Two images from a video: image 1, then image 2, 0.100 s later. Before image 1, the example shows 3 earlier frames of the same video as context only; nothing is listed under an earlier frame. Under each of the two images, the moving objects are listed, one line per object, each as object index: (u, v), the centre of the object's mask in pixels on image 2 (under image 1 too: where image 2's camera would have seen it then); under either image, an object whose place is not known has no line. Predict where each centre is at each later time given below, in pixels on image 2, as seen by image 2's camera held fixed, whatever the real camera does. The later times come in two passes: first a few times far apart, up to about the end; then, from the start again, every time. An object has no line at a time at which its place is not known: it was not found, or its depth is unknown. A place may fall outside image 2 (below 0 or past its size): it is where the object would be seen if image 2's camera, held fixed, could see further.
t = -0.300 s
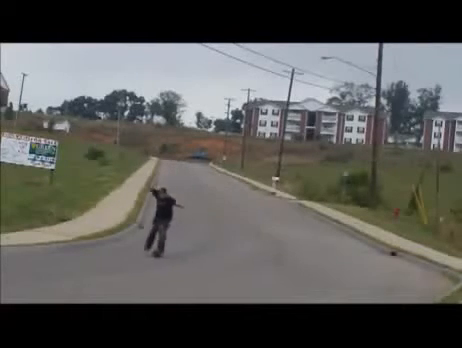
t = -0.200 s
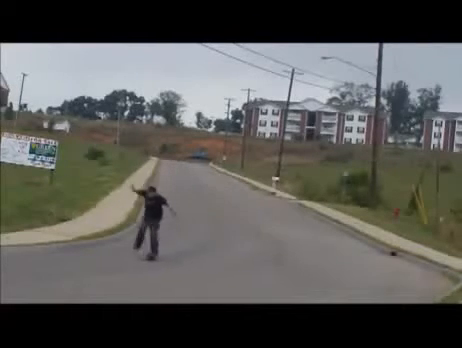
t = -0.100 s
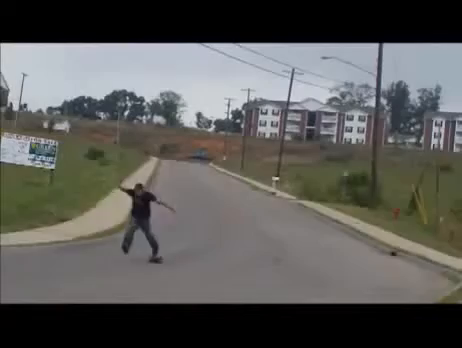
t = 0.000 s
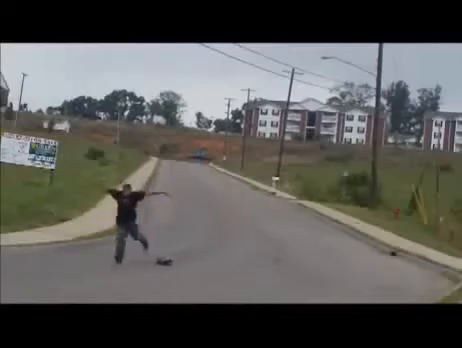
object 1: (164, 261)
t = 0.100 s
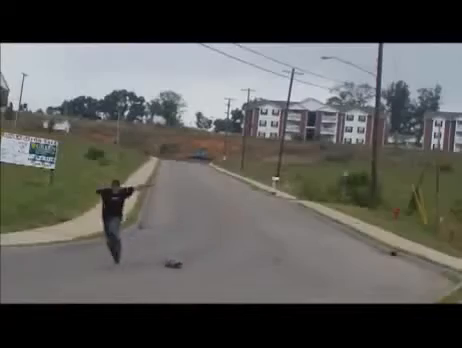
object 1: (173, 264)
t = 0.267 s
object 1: (196, 269)
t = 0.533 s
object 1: (241, 279)
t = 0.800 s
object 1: (294, 293)
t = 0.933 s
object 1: (322, 300)
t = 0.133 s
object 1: (177, 265)
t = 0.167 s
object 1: (182, 266)
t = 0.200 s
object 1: (186, 266)
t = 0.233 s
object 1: (191, 268)
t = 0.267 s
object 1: (196, 269)
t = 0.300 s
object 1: (201, 270)
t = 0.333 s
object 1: (206, 271)
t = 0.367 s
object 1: (212, 272)
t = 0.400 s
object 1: (217, 274)
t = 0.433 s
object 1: (223, 275)
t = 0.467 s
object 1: (229, 276)
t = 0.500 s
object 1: (235, 278)
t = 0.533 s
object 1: (241, 279)
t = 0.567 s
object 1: (248, 281)
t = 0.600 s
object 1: (254, 282)
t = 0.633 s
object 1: (260, 284)
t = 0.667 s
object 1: (267, 286)
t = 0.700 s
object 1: (273, 288)
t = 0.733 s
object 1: (280, 290)
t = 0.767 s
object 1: (286, 291)
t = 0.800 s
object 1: (294, 293)
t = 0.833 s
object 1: (301, 295)
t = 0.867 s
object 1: (308, 297)
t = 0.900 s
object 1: (316, 298)
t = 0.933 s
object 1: (322, 300)
